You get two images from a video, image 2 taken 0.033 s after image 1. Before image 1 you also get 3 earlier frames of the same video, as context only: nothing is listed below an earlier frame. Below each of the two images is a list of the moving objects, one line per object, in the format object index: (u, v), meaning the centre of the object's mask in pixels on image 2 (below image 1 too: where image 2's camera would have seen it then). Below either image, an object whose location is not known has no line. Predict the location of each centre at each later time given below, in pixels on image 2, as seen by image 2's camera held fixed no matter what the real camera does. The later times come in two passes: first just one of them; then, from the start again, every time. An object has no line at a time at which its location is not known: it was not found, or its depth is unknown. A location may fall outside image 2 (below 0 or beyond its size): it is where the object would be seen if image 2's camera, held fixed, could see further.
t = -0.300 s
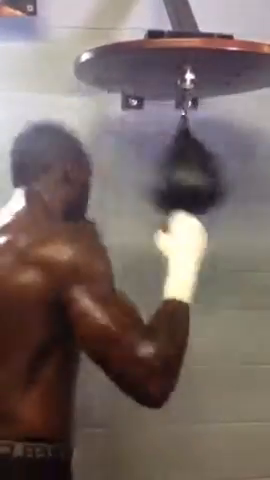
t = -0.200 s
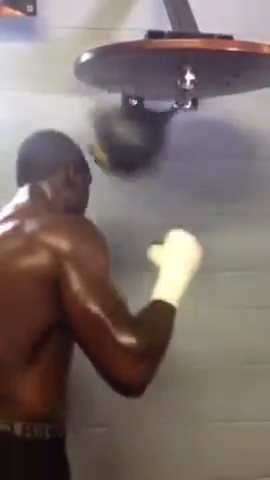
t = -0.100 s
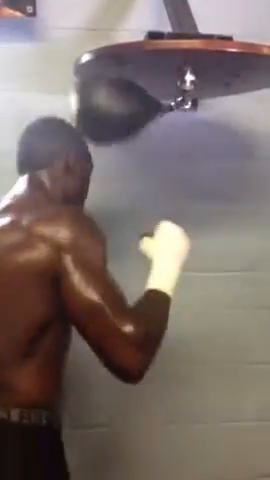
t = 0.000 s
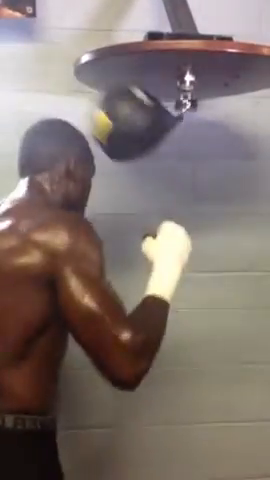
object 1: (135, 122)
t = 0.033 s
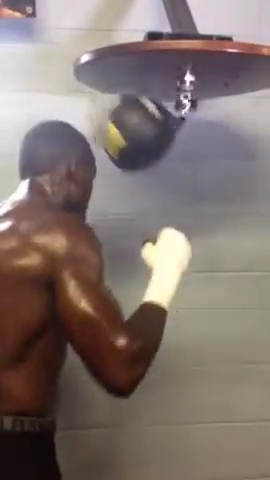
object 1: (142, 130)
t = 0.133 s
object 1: (169, 163)
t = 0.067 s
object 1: (148, 141)
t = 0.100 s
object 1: (157, 155)
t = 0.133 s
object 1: (169, 163)
